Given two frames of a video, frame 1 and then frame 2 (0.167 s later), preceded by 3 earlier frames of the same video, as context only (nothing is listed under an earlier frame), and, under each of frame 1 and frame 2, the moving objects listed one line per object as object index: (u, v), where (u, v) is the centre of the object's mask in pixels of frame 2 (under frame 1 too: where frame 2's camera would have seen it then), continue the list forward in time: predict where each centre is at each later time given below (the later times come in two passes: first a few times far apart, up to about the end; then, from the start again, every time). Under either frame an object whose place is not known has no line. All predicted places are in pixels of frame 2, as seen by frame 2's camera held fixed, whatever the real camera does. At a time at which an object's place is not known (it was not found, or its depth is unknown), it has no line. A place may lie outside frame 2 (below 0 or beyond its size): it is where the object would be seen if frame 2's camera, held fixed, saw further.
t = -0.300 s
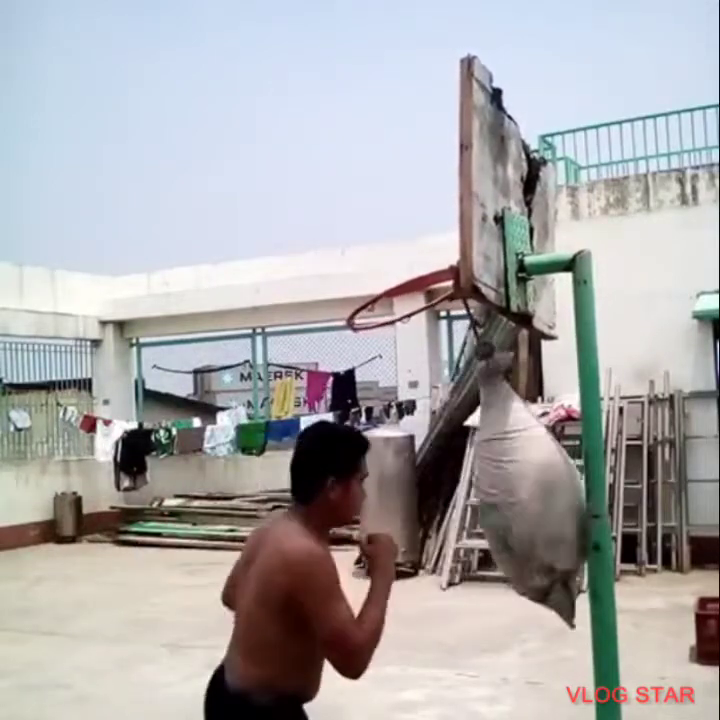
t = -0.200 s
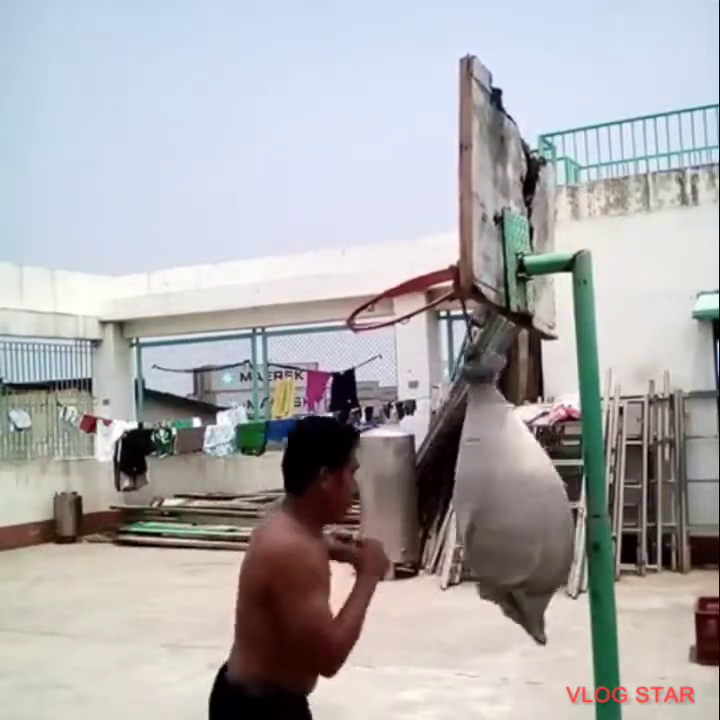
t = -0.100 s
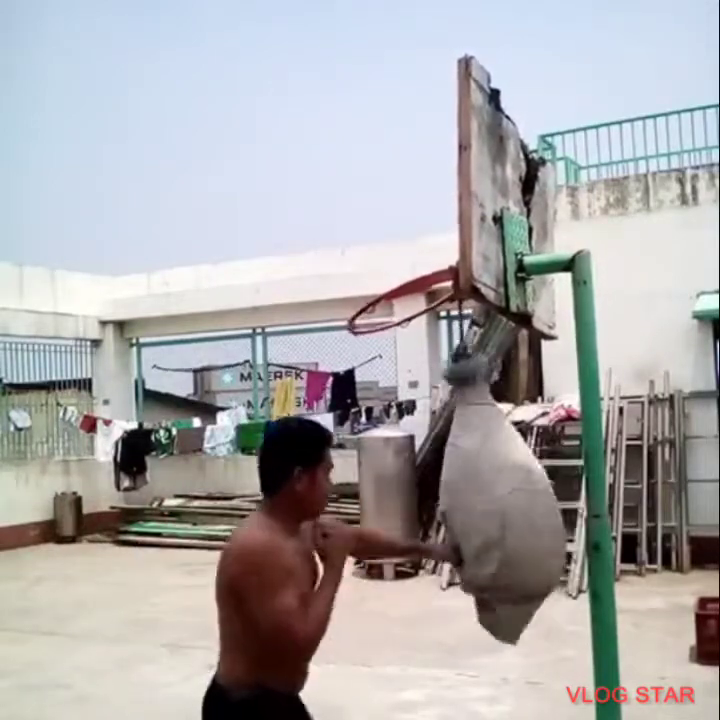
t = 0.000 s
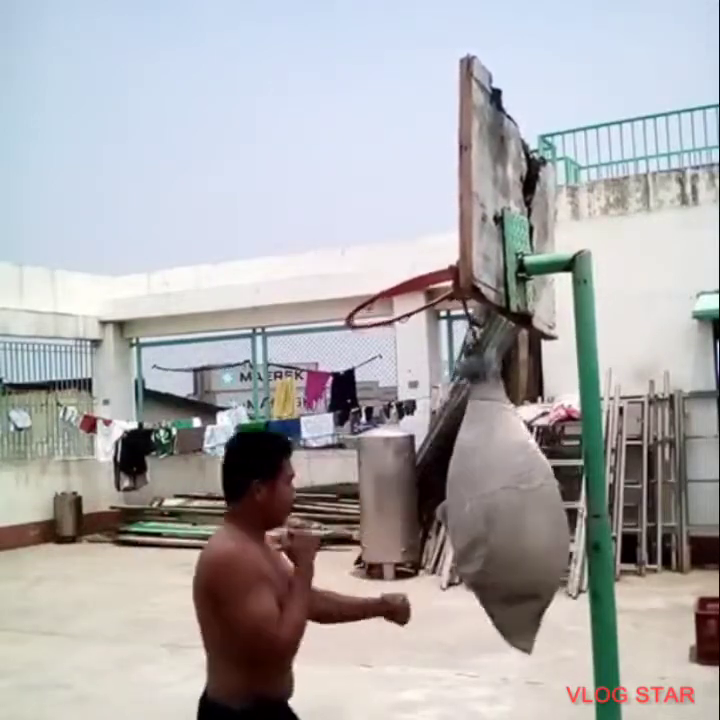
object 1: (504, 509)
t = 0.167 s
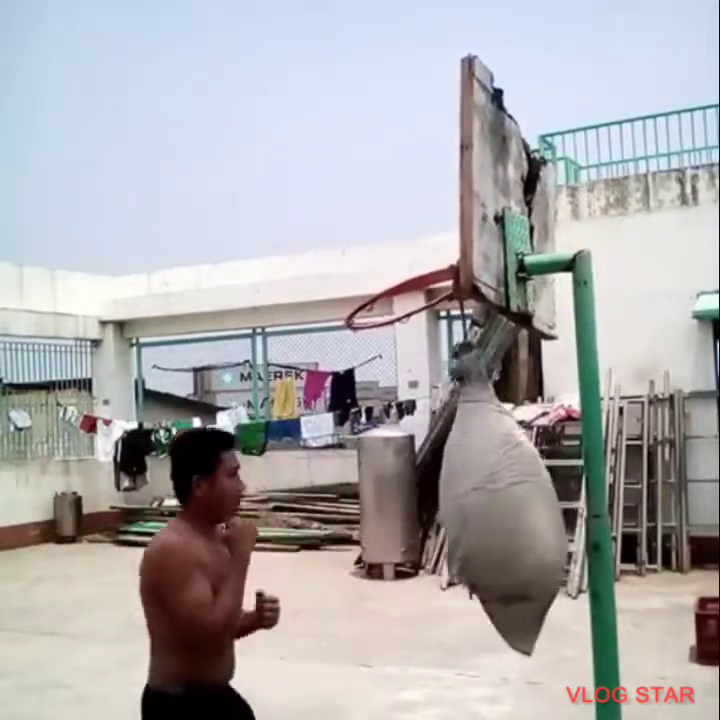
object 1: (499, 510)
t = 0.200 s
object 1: (497, 510)
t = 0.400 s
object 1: (475, 511)
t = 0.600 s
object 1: (452, 506)
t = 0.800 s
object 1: (438, 498)
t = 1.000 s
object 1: (439, 493)
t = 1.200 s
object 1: (454, 492)
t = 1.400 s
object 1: (477, 500)
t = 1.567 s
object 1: (496, 505)
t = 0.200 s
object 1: (497, 510)
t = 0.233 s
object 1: (495, 511)
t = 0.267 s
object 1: (491, 511)
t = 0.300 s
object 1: (487, 511)
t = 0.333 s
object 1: (483, 511)
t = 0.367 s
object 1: (479, 511)
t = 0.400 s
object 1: (475, 511)
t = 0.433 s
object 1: (472, 510)
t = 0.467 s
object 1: (467, 510)
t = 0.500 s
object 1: (463, 510)
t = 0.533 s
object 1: (459, 509)
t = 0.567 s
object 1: (455, 507)
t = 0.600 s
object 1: (452, 506)
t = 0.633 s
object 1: (449, 505)
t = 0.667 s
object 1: (446, 504)
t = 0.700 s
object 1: (443, 503)
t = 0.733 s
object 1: (441, 501)
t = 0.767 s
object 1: (439, 499)
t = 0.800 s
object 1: (438, 498)
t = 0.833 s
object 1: (437, 496)
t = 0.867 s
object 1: (437, 495)
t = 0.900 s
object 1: (437, 495)
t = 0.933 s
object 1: (437, 494)
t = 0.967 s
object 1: (438, 493)
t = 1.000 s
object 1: (439, 493)
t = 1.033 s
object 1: (440, 493)
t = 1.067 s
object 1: (443, 492)
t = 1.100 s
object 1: (445, 493)
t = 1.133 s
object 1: (448, 492)
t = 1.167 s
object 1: (451, 492)
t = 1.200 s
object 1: (454, 492)
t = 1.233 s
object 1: (457, 494)
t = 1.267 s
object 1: (461, 495)
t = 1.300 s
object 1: (465, 497)
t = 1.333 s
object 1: (469, 498)
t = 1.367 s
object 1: (473, 499)
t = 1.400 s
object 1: (477, 500)
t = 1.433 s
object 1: (482, 502)
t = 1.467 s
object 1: (486, 503)
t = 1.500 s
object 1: (489, 504)
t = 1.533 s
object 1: (493, 505)
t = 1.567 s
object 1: (496, 505)
